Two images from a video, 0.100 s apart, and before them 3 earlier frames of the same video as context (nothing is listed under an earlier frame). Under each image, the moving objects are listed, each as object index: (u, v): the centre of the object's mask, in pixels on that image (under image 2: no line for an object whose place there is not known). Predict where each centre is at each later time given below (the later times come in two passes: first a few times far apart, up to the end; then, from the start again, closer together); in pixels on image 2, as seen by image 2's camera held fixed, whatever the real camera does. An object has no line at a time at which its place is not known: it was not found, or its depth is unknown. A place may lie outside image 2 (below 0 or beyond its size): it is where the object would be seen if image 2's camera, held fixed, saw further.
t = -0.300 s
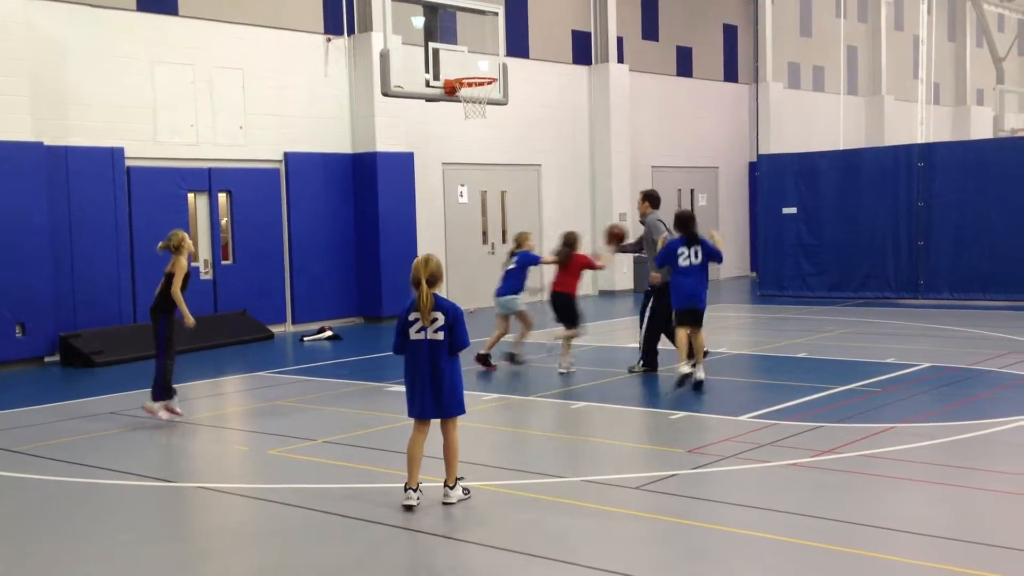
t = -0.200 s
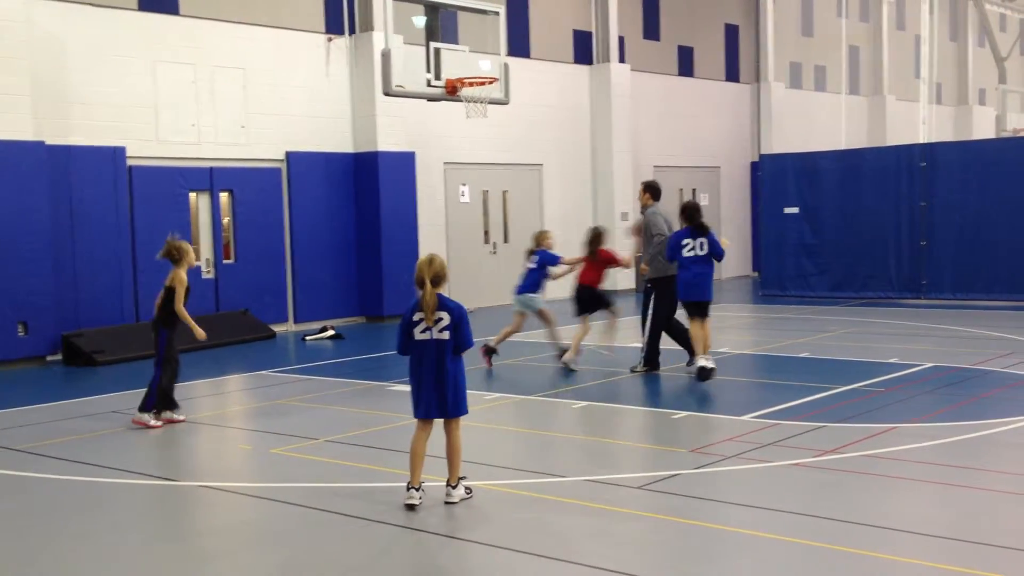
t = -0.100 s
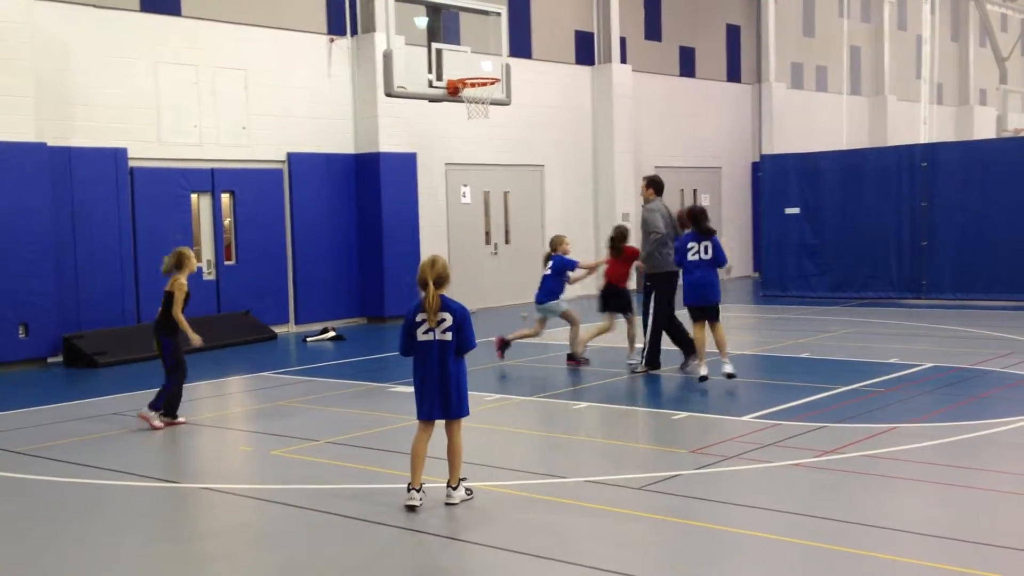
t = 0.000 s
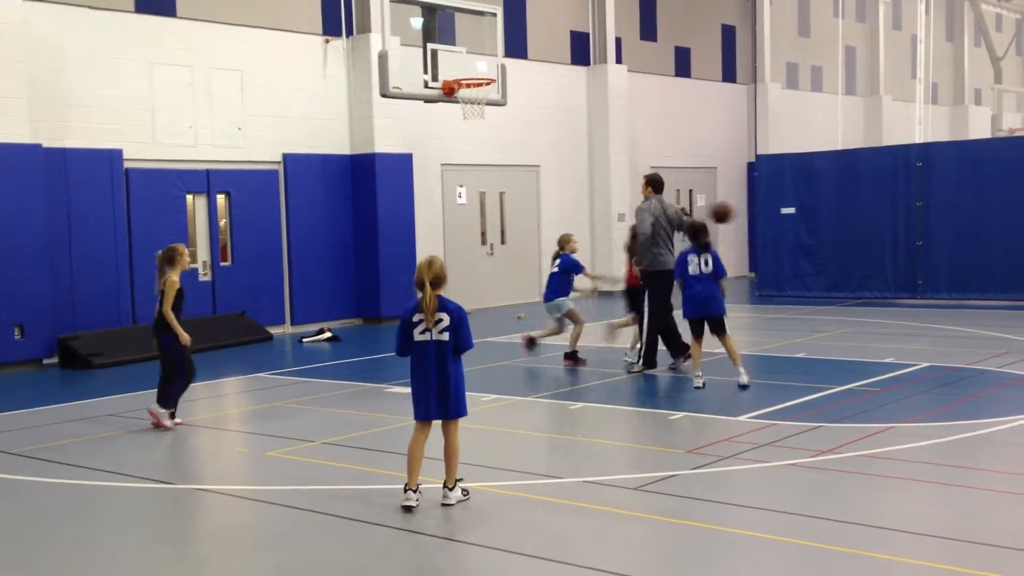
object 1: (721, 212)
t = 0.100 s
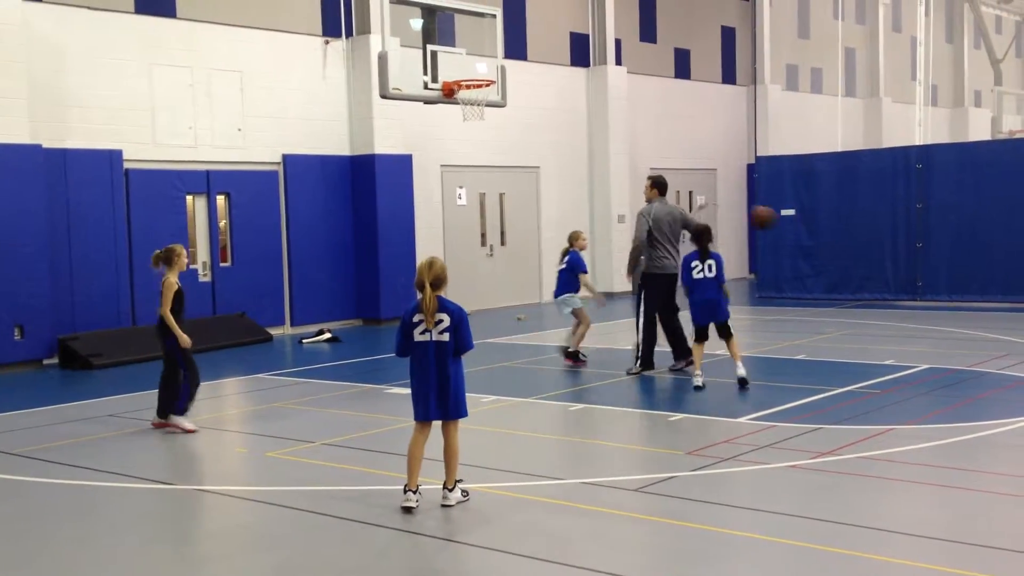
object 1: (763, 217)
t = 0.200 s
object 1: (804, 231)
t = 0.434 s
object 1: (909, 309)
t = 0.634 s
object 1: (987, 329)
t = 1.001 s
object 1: (1093, 251)
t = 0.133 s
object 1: (776, 221)
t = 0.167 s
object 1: (790, 226)
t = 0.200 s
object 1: (804, 231)
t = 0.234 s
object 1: (819, 238)
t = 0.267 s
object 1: (834, 247)
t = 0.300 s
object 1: (849, 257)
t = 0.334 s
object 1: (863, 268)
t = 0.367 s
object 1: (878, 280)
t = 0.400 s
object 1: (894, 294)
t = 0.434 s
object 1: (909, 309)
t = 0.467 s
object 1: (925, 327)
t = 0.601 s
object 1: (978, 342)
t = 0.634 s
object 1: (987, 329)
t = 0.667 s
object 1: (996, 316)
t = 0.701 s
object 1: (1002, 304)
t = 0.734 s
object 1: (1005, 293)
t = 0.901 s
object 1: (1055, 257)
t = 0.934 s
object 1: (1065, 254)
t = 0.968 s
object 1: (1080, 252)
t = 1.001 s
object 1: (1093, 251)
